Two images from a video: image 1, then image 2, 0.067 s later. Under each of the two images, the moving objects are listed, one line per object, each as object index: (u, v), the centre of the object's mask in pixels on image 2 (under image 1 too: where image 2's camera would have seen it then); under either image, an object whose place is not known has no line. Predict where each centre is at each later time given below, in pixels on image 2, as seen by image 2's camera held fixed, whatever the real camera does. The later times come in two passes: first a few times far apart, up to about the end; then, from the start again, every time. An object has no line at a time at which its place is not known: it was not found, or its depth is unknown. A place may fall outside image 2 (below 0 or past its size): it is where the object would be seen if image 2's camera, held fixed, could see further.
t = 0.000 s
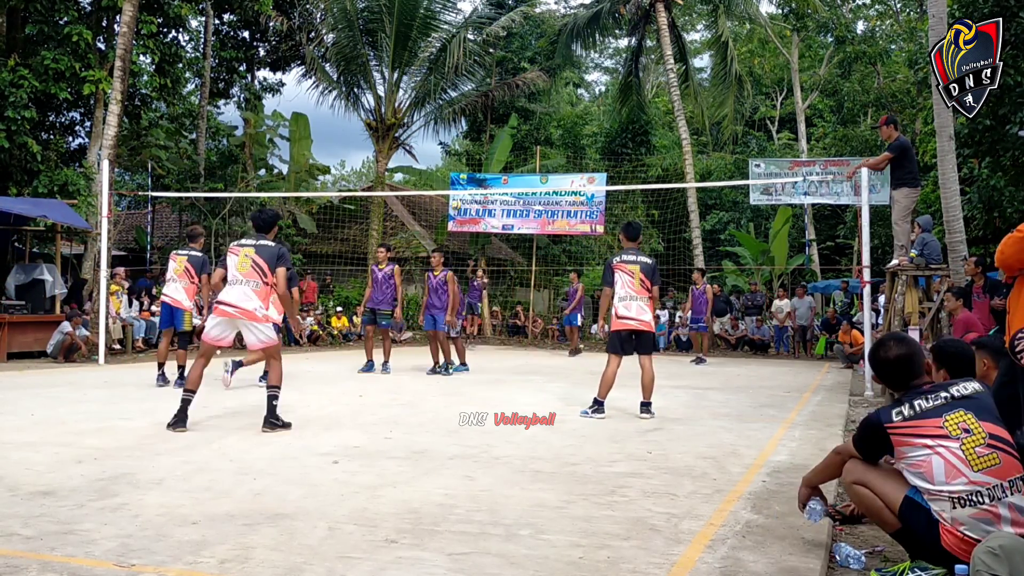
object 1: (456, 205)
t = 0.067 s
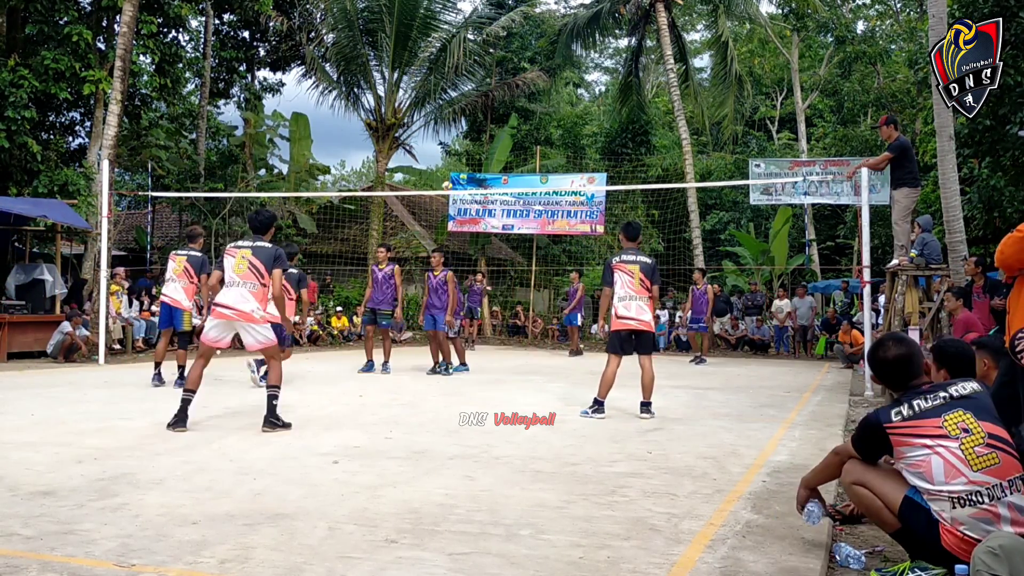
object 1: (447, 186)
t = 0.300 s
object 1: (405, 131)
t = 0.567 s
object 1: (342, 89)
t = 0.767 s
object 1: (286, 90)
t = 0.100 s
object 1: (442, 177)
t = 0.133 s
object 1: (437, 169)
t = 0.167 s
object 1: (431, 161)
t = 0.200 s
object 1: (425, 153)
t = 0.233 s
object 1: (418, 145)
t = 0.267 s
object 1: (412, 138)
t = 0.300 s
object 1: (405, 131)
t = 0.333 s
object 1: (398, 123)
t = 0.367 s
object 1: (390, 117)
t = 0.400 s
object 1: (382, 110)
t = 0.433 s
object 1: (375, 106)
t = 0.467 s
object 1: (367, 101)
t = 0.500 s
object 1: (359, 96)
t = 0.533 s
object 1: (351, 93)
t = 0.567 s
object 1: (342, 89)
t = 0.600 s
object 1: (333, 87)
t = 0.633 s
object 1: (325, 86)
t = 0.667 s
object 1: (316, 86)
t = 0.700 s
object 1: (306, 86)
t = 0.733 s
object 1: (296, 88)
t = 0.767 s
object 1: (286, 90)
